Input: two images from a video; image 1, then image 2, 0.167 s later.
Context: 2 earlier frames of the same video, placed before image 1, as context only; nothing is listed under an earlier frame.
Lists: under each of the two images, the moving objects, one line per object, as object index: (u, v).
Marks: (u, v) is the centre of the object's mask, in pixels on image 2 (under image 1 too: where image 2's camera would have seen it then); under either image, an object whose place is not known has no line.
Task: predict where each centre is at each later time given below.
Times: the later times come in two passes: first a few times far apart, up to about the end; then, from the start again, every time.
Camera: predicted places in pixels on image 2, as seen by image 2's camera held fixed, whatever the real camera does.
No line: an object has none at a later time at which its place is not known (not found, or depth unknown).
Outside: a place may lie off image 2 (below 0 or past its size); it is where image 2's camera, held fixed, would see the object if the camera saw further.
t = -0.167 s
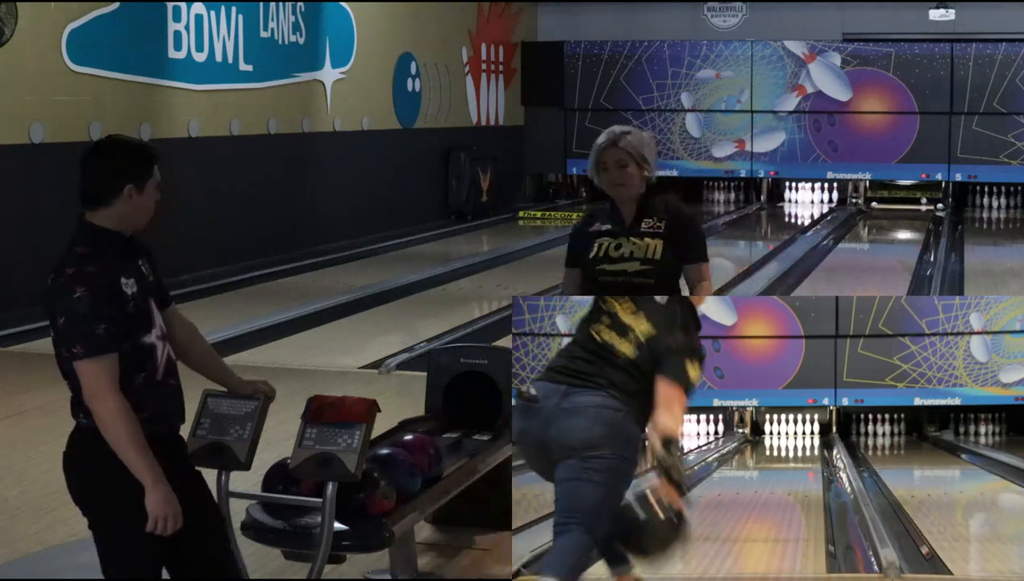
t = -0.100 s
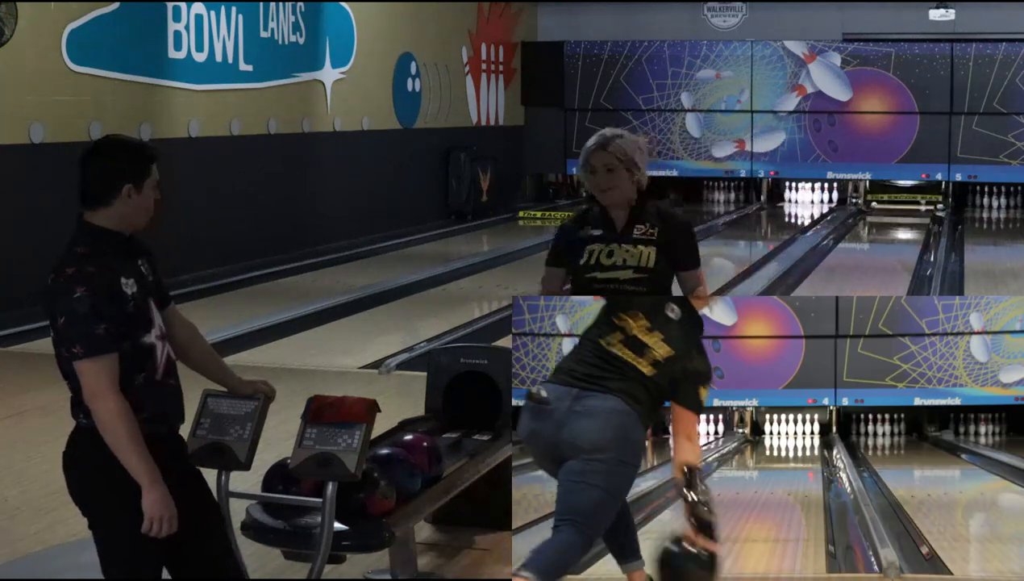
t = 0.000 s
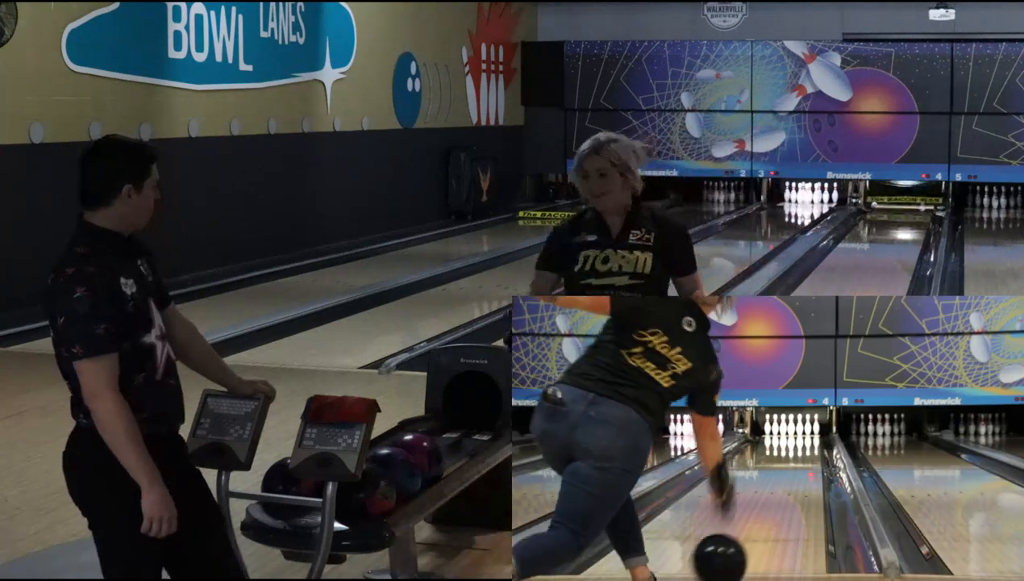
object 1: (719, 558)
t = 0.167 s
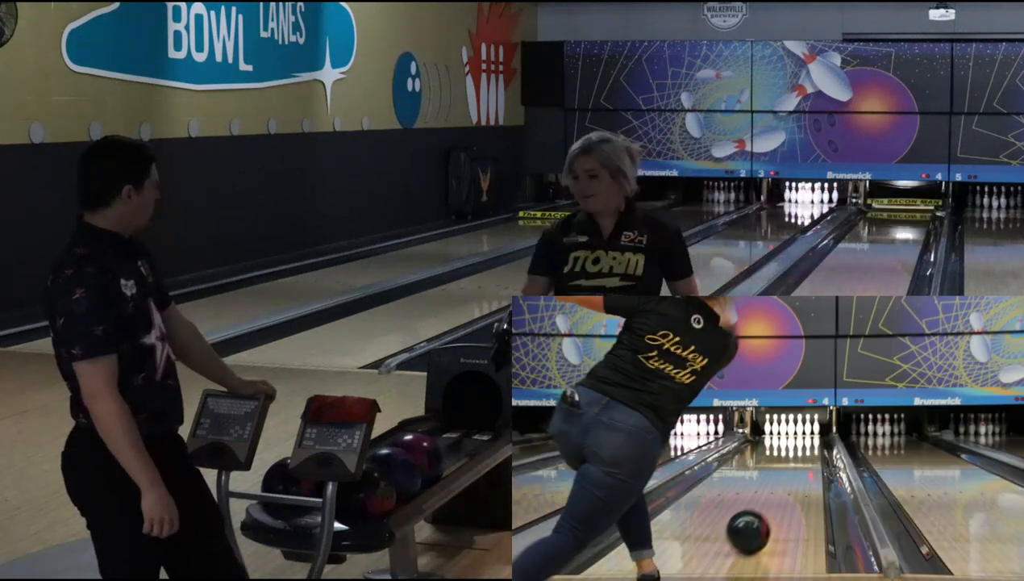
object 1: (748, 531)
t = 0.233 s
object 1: (756, 521)
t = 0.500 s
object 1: (779, 491)
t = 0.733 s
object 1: (792, 475)
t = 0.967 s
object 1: (800, 463)
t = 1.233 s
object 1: (806, 453)
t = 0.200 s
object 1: (752, 526)
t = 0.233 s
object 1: (756, 521)
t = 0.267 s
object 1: (760, 516)
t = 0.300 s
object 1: (763, 512)
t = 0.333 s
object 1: (766, 508)
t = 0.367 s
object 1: (769, 504)
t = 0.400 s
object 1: (772, 501)
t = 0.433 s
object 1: (775, 497)
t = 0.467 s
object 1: (777, 494)
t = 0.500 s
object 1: (779, 491)
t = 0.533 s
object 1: (781, 489)
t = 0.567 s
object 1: (783, 486)
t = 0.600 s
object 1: (785, 483)
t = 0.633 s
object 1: (787, 481)
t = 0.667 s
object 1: (789, 479)
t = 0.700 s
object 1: (790, 477)
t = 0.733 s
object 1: (792, 475)
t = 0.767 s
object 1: (793, 473)
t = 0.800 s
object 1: (794, 471)
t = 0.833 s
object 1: (796, 469)
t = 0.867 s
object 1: (797, 468)
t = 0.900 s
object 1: (798, 466)
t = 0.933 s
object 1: (799, 465)
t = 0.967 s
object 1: (800, 463)
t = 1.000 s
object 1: (801, 462)
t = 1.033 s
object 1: (802, 461)
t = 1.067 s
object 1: (803, 459)
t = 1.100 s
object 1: (804, 458)
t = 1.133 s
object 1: (804, 456)
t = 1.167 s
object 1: (805, 455)
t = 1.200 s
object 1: (806, 454)
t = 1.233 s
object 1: (806, 453)
